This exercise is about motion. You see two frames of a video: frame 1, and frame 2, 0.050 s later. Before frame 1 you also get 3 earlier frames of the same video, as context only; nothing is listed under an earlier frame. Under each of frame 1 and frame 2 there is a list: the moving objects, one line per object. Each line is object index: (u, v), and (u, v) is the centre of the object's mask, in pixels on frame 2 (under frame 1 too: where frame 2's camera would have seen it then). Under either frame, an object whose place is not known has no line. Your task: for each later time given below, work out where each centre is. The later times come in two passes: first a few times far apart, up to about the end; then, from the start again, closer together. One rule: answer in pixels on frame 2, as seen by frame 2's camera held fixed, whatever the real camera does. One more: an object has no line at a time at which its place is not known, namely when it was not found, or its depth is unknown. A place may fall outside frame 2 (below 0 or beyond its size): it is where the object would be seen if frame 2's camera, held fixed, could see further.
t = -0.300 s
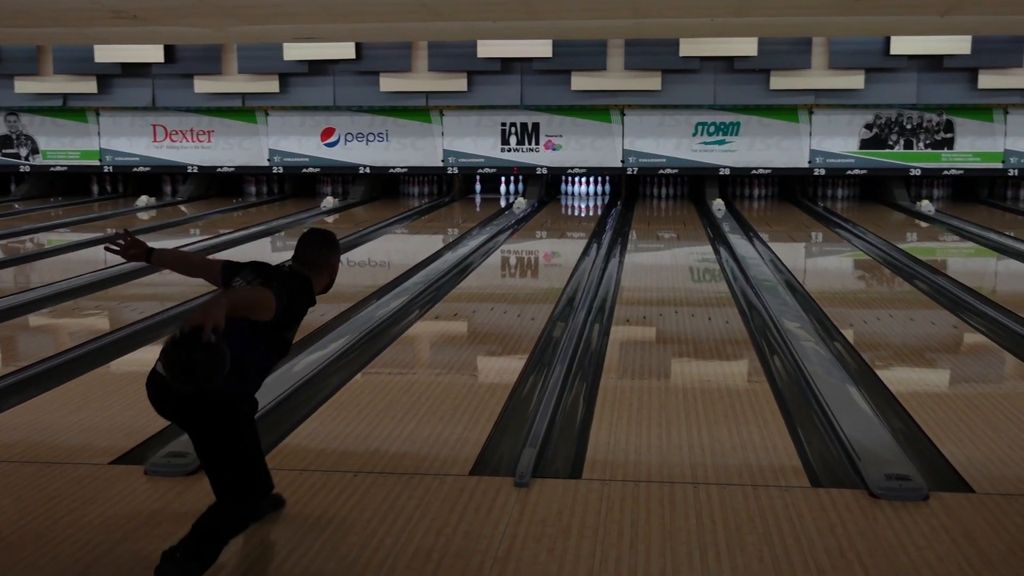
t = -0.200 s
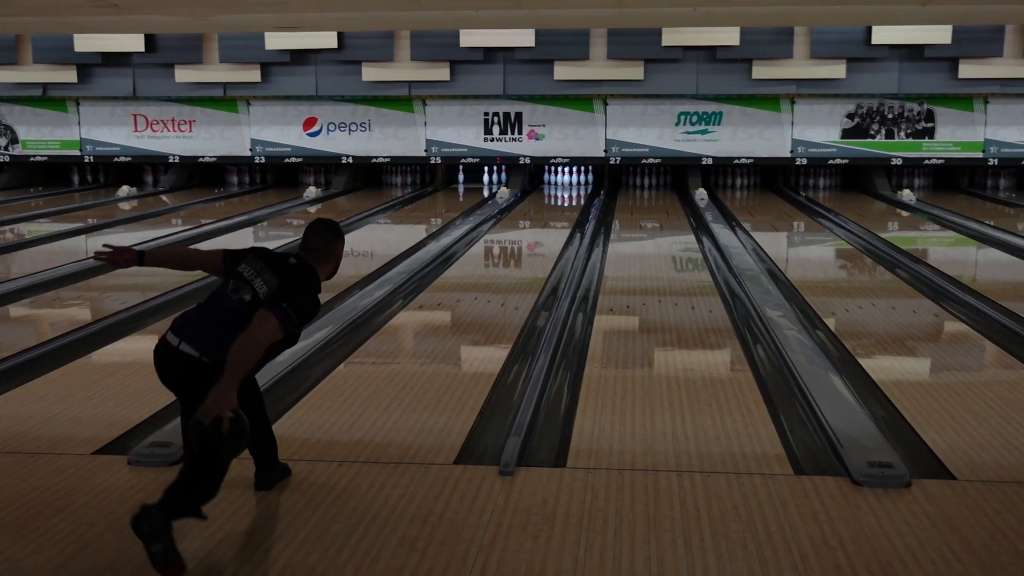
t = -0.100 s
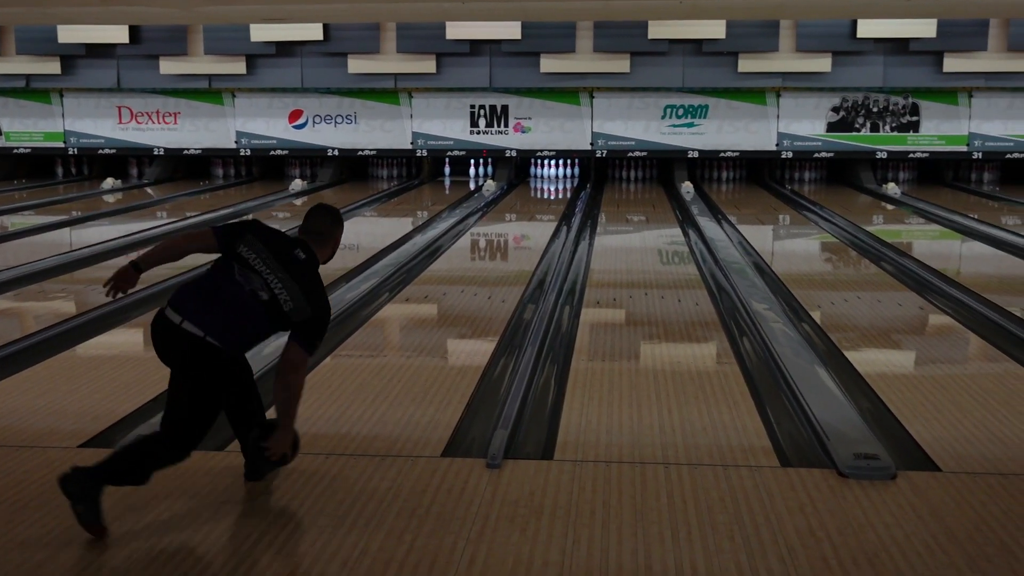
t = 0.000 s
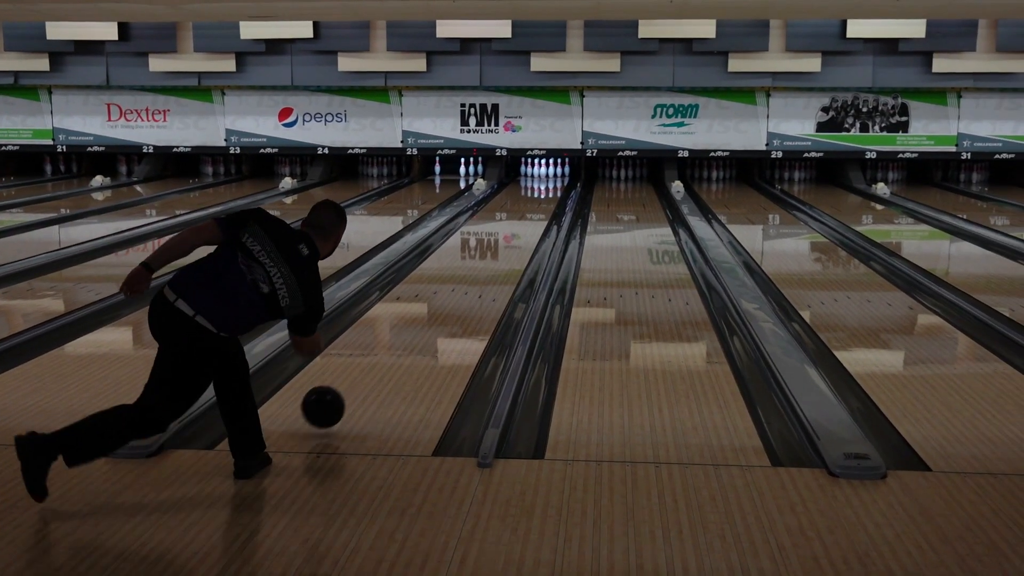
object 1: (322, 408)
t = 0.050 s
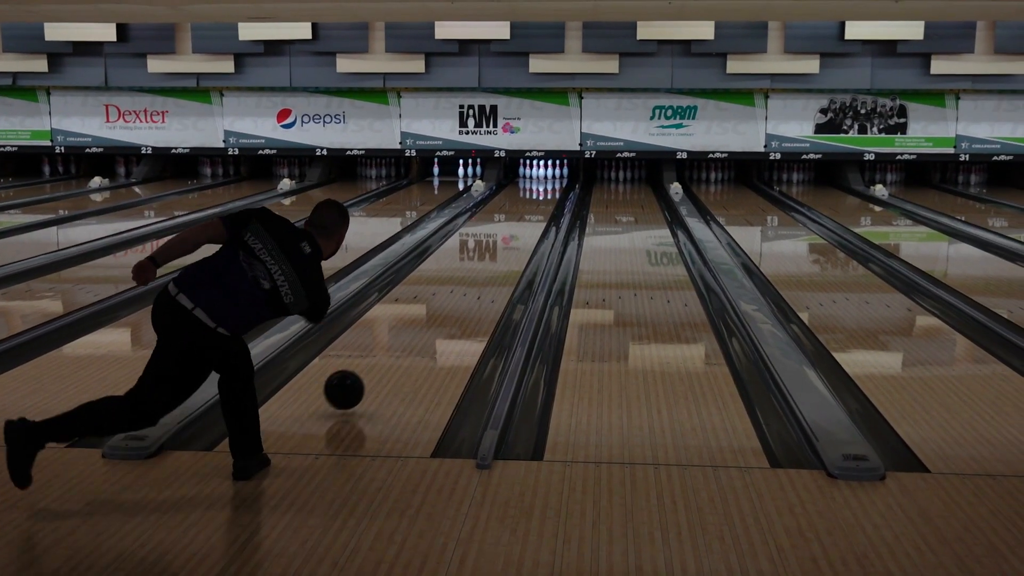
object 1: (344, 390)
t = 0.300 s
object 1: (422, 321)
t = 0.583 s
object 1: (473, 273)
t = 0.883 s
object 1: (505, 239)
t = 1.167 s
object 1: (526, 217)
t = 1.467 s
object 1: (540, 201)
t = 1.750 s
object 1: (548, 190)
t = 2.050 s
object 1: (548, 180)
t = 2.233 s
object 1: (544, 176)
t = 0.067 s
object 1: (351, 385)
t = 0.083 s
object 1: (357, 381)
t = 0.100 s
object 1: (364, 377)
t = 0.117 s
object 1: (370, 370)
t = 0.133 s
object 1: (375, 365)
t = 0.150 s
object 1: (381, 360)
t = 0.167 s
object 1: (386, 356)
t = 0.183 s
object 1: (391, 351)
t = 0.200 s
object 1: (396, 346)
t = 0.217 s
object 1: (401, 342)
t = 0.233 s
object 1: (406, 337)
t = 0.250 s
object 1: (410, 333)
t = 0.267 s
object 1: (414, 329)
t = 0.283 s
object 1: (419, 325)
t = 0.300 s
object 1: (422, 321)
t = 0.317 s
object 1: (426, 318)
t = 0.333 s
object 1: (430, 315)
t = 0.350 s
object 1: (434, 311)
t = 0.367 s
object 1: (437, 308)
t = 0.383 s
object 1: (441, 305)
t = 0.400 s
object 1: (444, 302)
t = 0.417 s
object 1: (447, 299)
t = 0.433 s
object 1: (450, 296)
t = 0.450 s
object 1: (453, 293)
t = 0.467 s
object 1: (456, 290)
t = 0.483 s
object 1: (458, 288)
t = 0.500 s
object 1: (461, 285)
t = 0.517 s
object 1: (463, 282)
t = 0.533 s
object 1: (466, 280)
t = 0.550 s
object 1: (468, 277)
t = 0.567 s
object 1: (470, 275)
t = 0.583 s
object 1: (473, 273)
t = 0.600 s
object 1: (475, 271)
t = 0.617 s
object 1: (477, 269)
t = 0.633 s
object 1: (480, 267)
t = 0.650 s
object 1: (482, 265)
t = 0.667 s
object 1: (484, 263)
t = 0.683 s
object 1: (486, 261)
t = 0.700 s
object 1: (488, 259)
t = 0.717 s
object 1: (489, 257)
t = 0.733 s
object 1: (491, 255)
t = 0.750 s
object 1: (492, 253)
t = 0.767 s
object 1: (494, 251)
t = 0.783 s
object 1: (496, 249)
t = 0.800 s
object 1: (497, 247)
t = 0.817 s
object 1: (499, 245)
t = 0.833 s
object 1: (500, 243)
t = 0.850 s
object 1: (502, 242)
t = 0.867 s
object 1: (504, 241)
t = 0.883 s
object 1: (505, 239)
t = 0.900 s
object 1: (507, 238)
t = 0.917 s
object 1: (508, 236)
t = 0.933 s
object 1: (510, 235)
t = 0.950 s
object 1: (511, 234)
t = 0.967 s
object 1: (512, 232)
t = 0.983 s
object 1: (514, 231)
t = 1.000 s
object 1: (514, 229)
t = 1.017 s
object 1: (516, 228)
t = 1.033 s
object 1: (517, 226)
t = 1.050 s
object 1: (518, 225)
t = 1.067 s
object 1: (519, 224)
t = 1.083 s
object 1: (521, 223)
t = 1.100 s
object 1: (522, 222)
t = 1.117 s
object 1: (523, 220)
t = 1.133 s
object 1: (524, 219)
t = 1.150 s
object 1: (525, 218)
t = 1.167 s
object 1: (526, 217)
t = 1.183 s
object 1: (527, 216)
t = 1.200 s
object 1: (528, 215)
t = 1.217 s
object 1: (529, 215)
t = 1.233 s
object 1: (530, 213)
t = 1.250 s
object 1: (530, 213)
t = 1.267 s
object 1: (532, 212)
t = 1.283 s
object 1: (532, 211)
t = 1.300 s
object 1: (533, 210)
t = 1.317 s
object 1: (534, 209)
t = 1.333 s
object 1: (535, 208)
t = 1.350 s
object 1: (535, 207)
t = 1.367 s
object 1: (536, 206)
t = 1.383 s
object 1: (537, 205)
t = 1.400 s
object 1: (537, 204)
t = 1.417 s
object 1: (538, 203)
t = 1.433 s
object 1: (539, 203)
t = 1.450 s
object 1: (540, 202)
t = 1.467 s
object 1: (540, 201)
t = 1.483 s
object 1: (541, 200)
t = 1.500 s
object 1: (542, 200)
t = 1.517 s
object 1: (542, 199)
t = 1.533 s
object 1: (543, 198)
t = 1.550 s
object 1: (544, 197)
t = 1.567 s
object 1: (544, 196)
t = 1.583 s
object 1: (545, 196)
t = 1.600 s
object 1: (545, 195)
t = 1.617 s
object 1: (545, 194)
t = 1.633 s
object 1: (546, 194)
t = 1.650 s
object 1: (547, 194)
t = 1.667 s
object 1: (547, 193)
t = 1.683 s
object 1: (547, 192)
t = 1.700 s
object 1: (547, 192)
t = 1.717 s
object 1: (548, 191)
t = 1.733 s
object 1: (548, 191)
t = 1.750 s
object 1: (548, 190)
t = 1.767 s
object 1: (548, 189)
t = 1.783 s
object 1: (548, 189)
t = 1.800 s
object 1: (549, 188)
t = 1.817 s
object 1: (549, 187)
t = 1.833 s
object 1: (549, 186)
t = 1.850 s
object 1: (549, 186)
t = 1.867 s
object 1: (549, 186)
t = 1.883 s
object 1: (549, 185)
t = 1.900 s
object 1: (549, 185)
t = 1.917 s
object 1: (549, 184)
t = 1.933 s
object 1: (549, 183)
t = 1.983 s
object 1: (548, 182)
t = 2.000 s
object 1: (548, 181)
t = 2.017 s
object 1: (548, 181)
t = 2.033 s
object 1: (548, 180)
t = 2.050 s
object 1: (548, 180)
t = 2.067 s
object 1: (548, 179)
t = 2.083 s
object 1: (548, 178)
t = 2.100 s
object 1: (547, 178)
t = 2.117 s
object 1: (547, 178)
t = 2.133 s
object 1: (547, 178)
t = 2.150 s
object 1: (546, 177)
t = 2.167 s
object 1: (545, 177)
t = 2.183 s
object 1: (545, 177)
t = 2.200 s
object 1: (545, 176)
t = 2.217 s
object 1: (544, 176)
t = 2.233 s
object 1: (544, 176)
